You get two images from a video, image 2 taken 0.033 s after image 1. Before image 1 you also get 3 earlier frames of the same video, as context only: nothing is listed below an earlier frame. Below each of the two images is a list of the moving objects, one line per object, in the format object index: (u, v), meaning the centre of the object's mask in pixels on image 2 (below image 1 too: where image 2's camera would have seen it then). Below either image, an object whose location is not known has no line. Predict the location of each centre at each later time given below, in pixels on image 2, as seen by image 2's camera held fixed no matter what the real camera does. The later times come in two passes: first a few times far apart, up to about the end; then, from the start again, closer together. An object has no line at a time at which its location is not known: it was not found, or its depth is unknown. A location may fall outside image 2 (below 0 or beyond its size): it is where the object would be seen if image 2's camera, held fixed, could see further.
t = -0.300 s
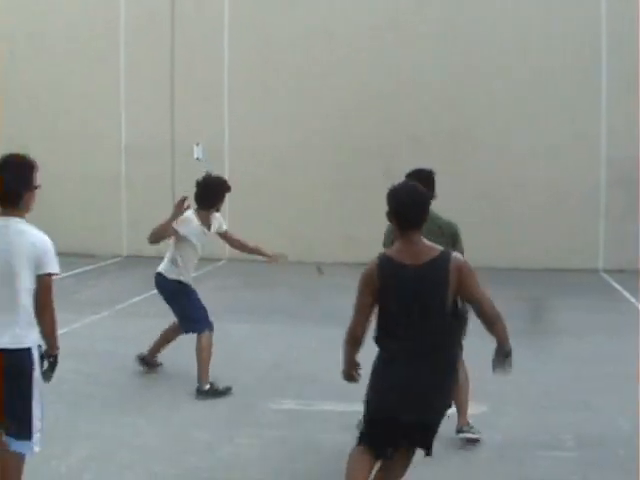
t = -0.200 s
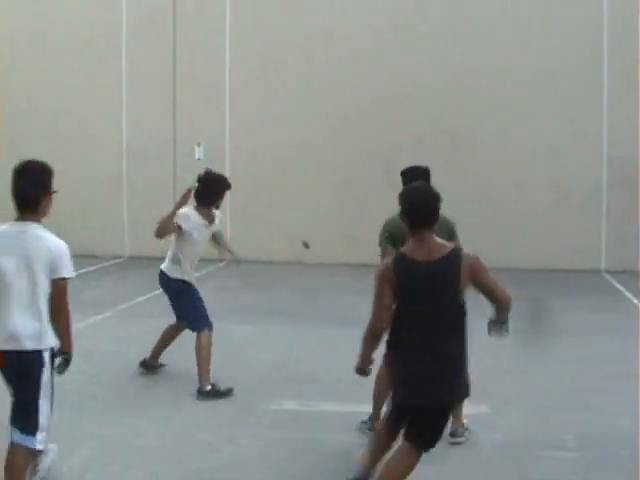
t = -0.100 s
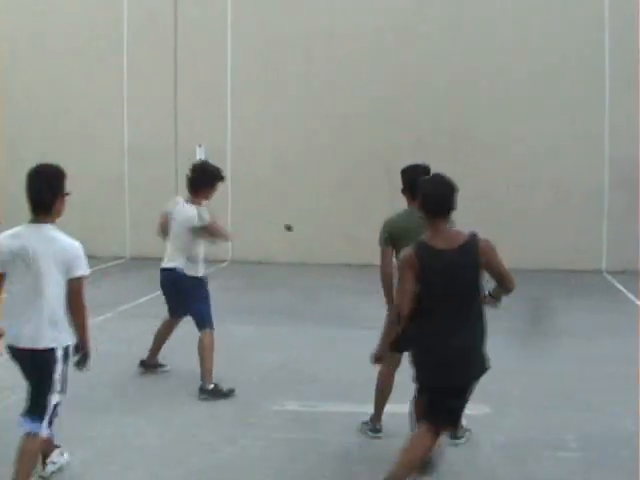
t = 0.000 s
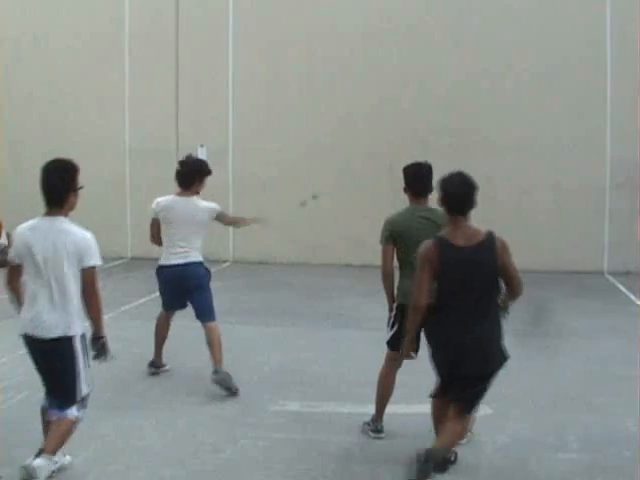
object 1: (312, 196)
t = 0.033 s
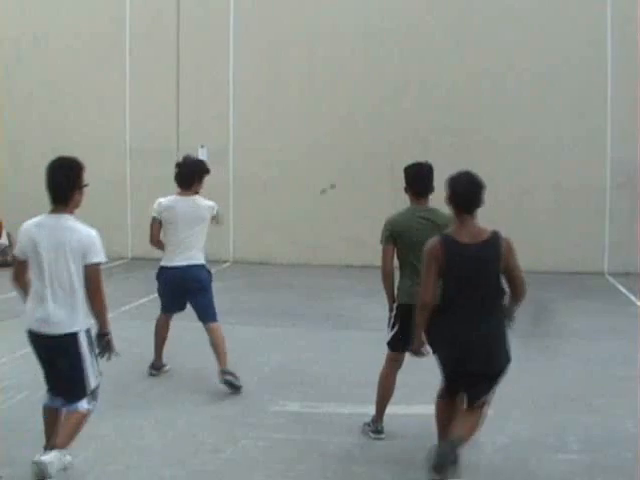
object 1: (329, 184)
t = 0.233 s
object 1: (393, 161)
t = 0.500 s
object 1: (388, 177)
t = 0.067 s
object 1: (345, 177)
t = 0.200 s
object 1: (386, 161)
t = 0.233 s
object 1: (393, 161)
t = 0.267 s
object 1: (398, 160)
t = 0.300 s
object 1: (396, 161)
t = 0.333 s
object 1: (396, 161)
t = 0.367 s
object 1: (393, 164)
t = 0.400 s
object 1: (392, 167)
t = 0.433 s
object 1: (391, 168)
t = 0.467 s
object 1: (389, 171)
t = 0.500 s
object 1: (388, 177)
